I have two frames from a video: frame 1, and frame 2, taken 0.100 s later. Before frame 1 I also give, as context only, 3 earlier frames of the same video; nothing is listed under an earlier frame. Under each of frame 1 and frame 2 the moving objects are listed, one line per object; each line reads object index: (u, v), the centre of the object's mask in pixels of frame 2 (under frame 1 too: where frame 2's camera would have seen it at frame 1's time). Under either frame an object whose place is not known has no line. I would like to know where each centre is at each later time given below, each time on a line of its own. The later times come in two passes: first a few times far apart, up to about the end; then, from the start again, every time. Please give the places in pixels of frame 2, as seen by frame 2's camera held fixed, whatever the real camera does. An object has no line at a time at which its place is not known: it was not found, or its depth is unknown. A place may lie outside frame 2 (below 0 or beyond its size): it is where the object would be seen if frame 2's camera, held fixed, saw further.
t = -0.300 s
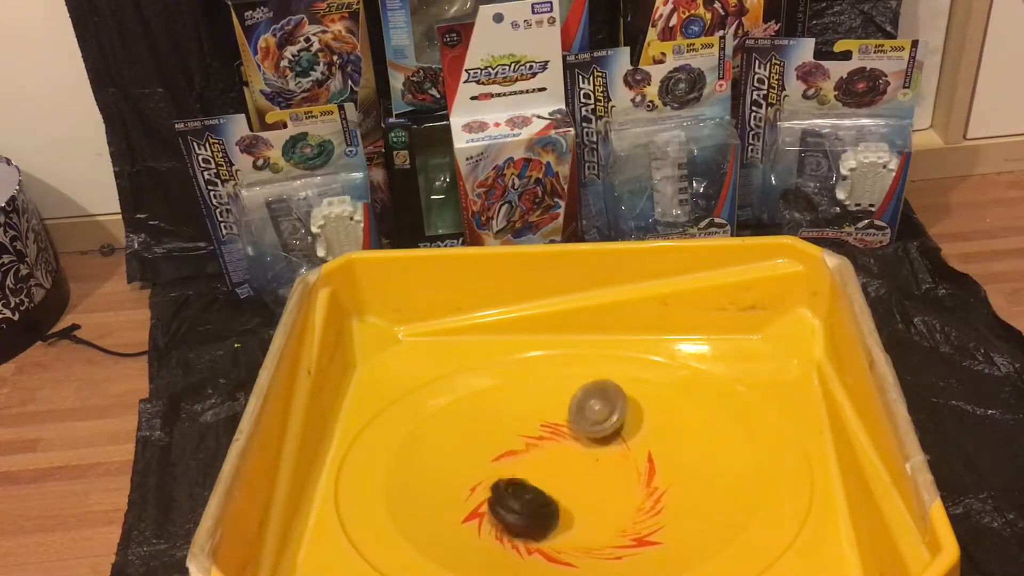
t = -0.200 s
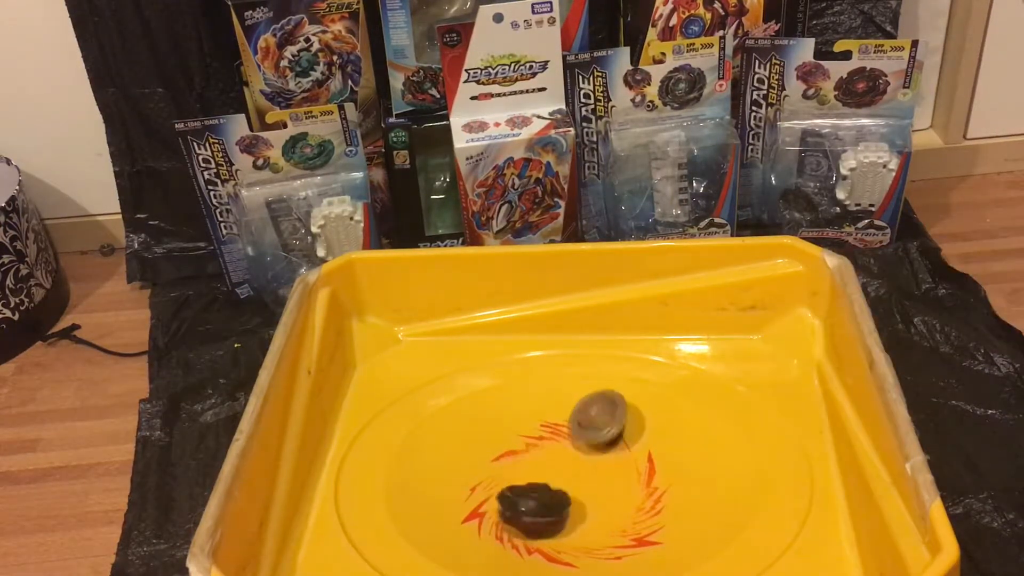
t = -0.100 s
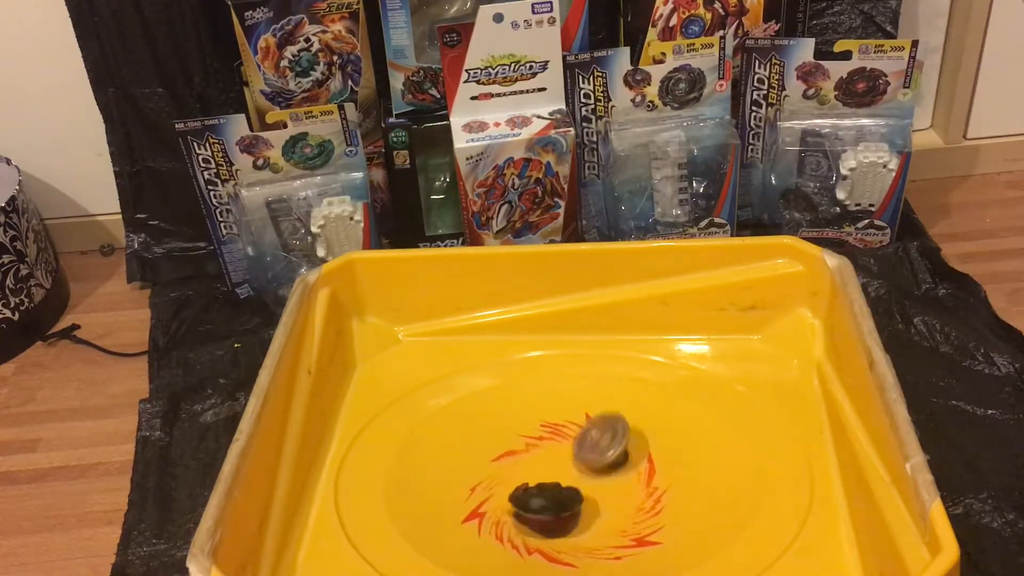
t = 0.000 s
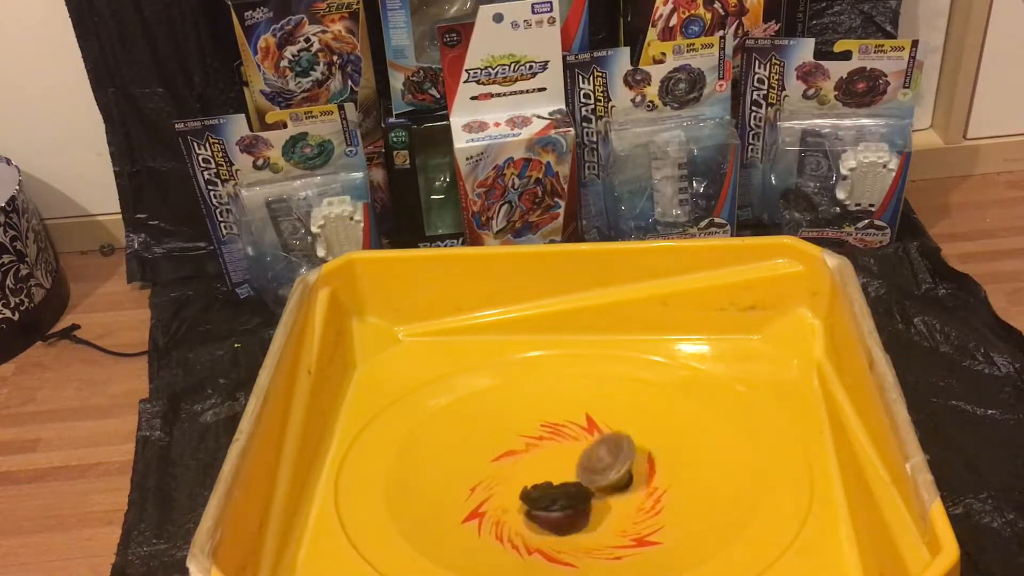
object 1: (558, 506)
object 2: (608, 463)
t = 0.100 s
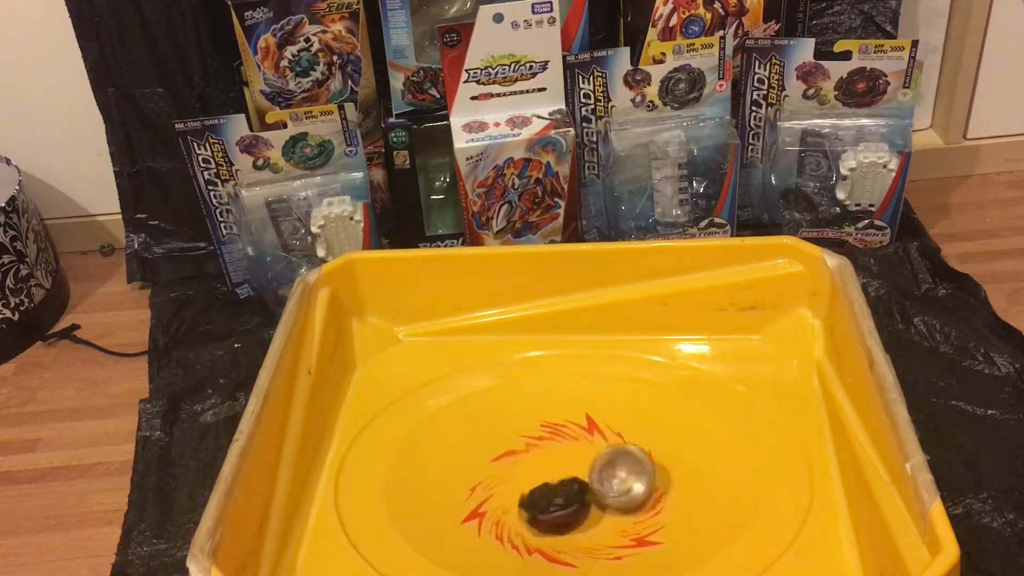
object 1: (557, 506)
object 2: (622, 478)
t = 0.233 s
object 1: (557, 505)
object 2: (627, 500)
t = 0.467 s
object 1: (548, 494)
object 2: (625, 488)
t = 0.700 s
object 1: (548, 494)
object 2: (633, 480)
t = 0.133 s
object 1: (556, 505)
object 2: (625, 483)
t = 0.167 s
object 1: (556, 505)
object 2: (626, 489)
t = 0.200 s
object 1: (556, 505)
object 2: (630, 495)
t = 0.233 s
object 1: (557, 505)
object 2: (627, 500)
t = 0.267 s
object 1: (554, 504)
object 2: (625, 503)
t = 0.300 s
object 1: (550, 501)
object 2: (627, 503)
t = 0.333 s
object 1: (548, 499)
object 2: (627, 502)
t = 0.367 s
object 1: (548, 497)
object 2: (625, 500)
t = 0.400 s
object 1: (547, 495)
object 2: (623, 497)
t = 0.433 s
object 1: (547, 495)
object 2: (623, 492)
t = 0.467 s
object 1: (548, 494)
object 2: (625, 488)
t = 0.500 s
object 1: (549, 494)
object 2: (628, 484)
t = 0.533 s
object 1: (549, 494)
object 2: (630, 483)
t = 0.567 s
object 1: (549, 494)
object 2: (630, 482)
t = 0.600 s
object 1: (549, 494)
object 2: (630, 481)
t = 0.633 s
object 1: (549, 494)
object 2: (631, 481)
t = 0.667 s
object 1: (549, 494)
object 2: (632, 481)
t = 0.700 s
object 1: (548, 494)
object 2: (633, 480)
